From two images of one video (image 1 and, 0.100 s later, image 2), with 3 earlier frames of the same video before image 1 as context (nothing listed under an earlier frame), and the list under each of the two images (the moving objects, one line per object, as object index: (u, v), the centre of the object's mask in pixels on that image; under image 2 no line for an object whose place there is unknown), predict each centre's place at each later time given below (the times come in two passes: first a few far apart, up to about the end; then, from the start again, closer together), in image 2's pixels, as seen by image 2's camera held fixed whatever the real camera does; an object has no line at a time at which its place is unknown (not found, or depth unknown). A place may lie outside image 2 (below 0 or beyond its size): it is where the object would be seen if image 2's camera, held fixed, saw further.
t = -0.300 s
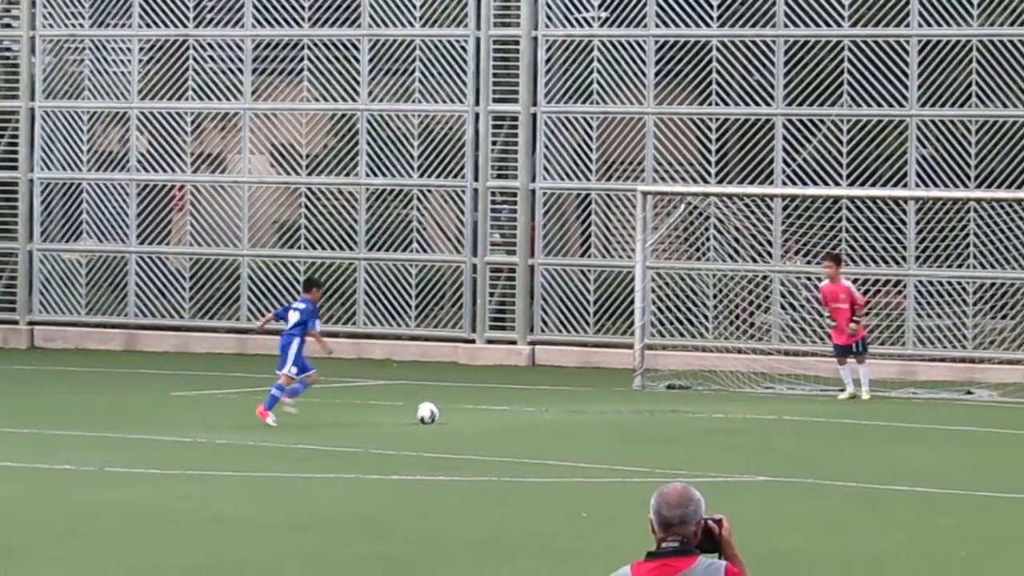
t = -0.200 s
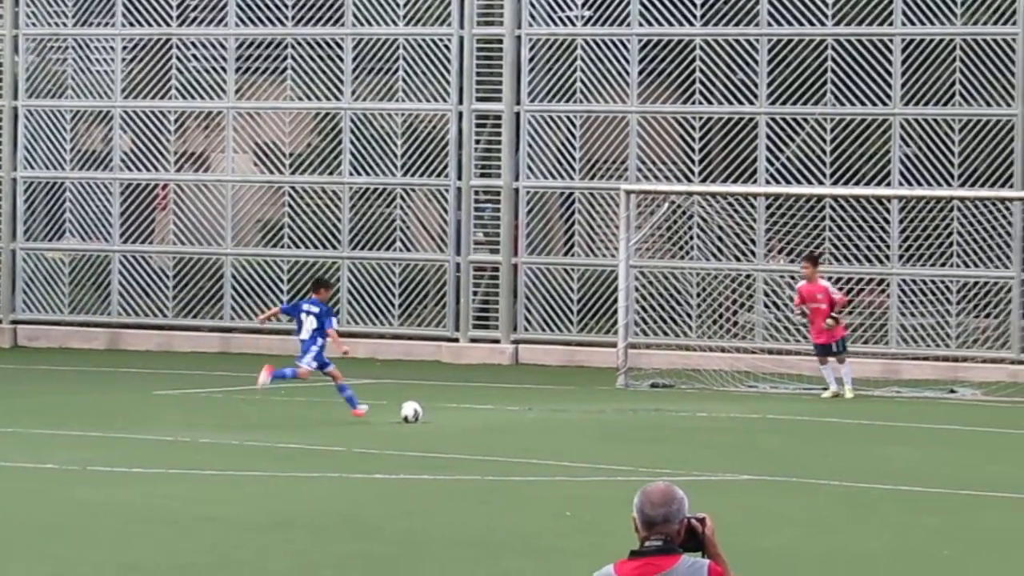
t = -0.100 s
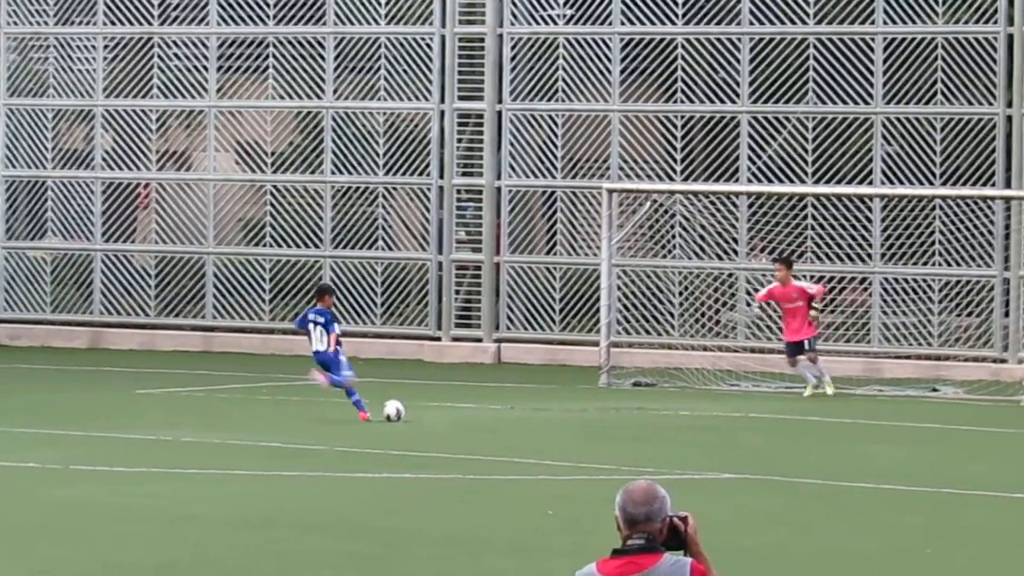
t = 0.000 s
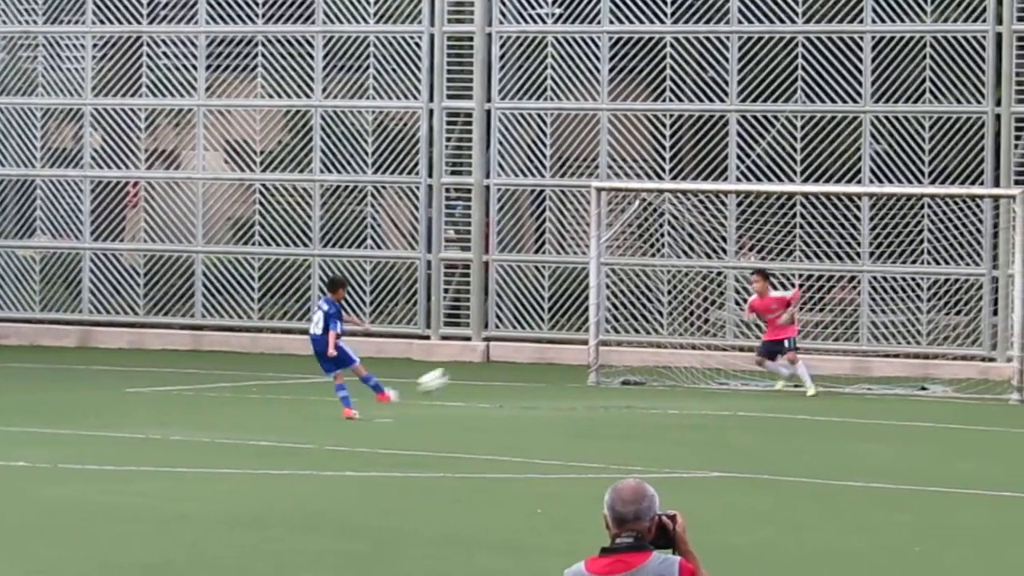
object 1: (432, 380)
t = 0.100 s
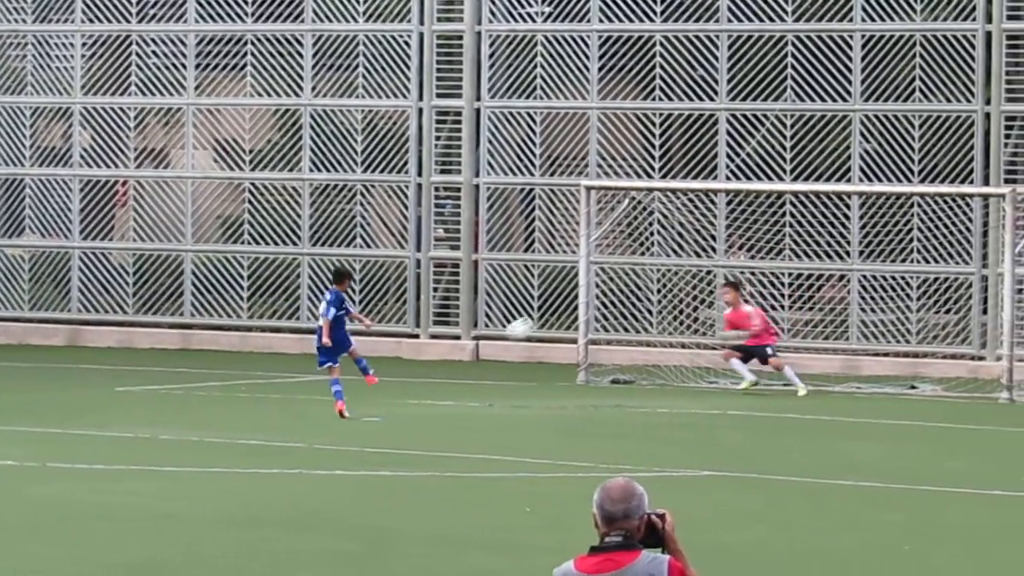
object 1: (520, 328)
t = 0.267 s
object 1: (659, 270)
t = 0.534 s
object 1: (768, 200)
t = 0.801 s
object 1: (798, 228)
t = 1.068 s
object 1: (802, 352)
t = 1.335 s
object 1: (784, 328)
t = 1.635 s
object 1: (750, 367)
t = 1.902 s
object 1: (742, 362)
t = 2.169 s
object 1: (738, 373)
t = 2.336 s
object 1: (737, 375)
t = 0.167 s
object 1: (579, 301)
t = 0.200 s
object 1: (607, 289)
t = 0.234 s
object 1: (633, 278)
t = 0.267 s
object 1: (659, 270)
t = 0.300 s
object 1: (682, 254)
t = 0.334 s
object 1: (702, 246)
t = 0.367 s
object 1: (722, 236)
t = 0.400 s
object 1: (741, 227)
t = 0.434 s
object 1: (749, 217)
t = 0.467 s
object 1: (756, 210)
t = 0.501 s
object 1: (762, 204)
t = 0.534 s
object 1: (768, 200)
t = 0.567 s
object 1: (774, 199)
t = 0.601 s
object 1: (779, 198)
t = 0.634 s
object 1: (784, 199)
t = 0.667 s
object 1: (788, 199)
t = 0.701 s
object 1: (791, 203)
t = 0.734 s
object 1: (794, 210)
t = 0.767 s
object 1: (796, 218)
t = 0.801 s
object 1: (798, 228)
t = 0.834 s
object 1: (799, 240)
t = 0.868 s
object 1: (801, 253)
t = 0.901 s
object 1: (800, 267)
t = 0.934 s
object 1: (802, 282)
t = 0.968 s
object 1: (802, 298)
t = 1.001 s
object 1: (802, 315)
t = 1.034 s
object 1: (802, 333)
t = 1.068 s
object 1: (802, 352)
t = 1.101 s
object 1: (800, 370)
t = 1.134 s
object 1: (799, 369)
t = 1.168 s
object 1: (798, 358)
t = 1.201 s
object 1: (795, 347)
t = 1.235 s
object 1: (793, 338)
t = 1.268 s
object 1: (790, 333)
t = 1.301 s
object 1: (787, 330)
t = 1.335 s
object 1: (784, 328)
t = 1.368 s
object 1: (781, 328)
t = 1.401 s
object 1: (777, 327)
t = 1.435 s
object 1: (773, 329)
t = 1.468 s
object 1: (769, 332)
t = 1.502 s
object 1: (766, 337)
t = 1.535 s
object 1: (761, 342)
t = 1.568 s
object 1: (757, 350)
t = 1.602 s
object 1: (753, 358)
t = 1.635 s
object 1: (750, 367)
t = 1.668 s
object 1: (745, 377)
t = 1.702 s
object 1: (744, 373)
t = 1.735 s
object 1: (743, 368)
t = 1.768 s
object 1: (743, 364)
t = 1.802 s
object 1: (742, 362)
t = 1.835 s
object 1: (742, 362)
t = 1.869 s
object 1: (742, 361)
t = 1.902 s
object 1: (742, 362)
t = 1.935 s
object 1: (741, 365)
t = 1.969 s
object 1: (741, 368)
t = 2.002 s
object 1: (739, 372)
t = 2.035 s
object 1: (740, 378)
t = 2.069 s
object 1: (739, 376)
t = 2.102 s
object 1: (738, 375)
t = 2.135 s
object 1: (737, 374)
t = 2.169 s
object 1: (738, 373)
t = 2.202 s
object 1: (738, 373)
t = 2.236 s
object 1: (738, 374)
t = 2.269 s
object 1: (737, 376)
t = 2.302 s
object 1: (737, 377)
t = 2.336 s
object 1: (737, 375)
